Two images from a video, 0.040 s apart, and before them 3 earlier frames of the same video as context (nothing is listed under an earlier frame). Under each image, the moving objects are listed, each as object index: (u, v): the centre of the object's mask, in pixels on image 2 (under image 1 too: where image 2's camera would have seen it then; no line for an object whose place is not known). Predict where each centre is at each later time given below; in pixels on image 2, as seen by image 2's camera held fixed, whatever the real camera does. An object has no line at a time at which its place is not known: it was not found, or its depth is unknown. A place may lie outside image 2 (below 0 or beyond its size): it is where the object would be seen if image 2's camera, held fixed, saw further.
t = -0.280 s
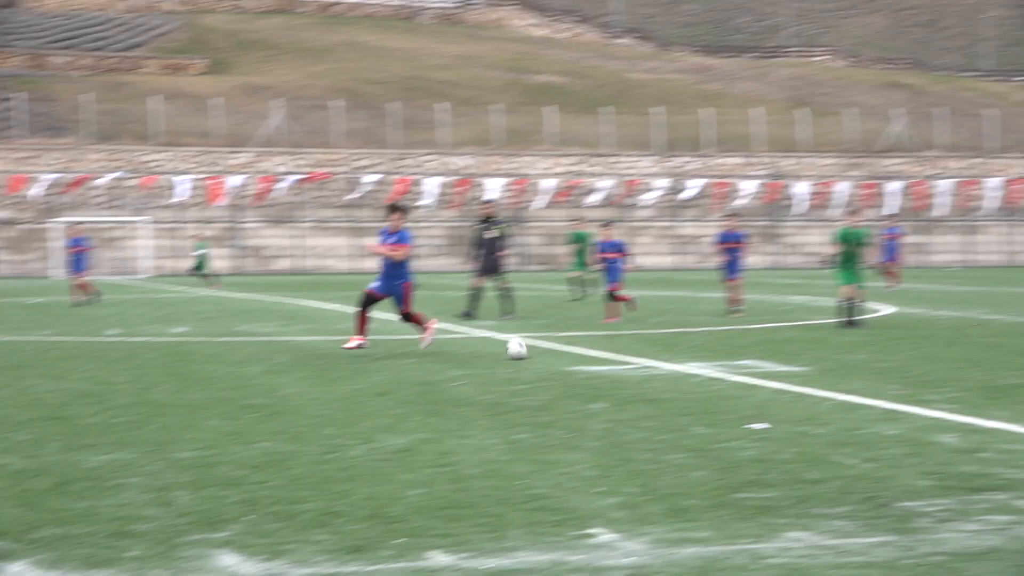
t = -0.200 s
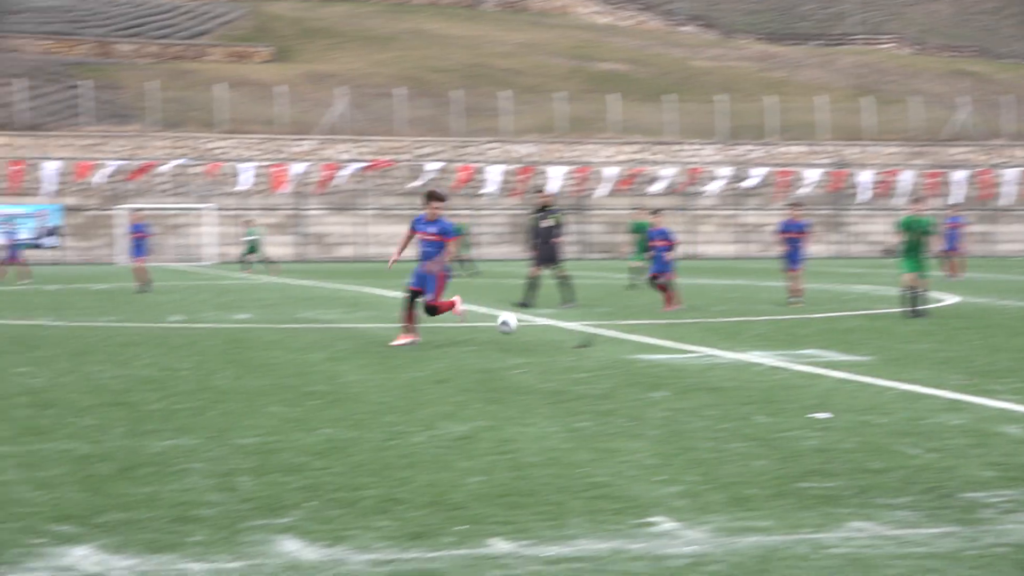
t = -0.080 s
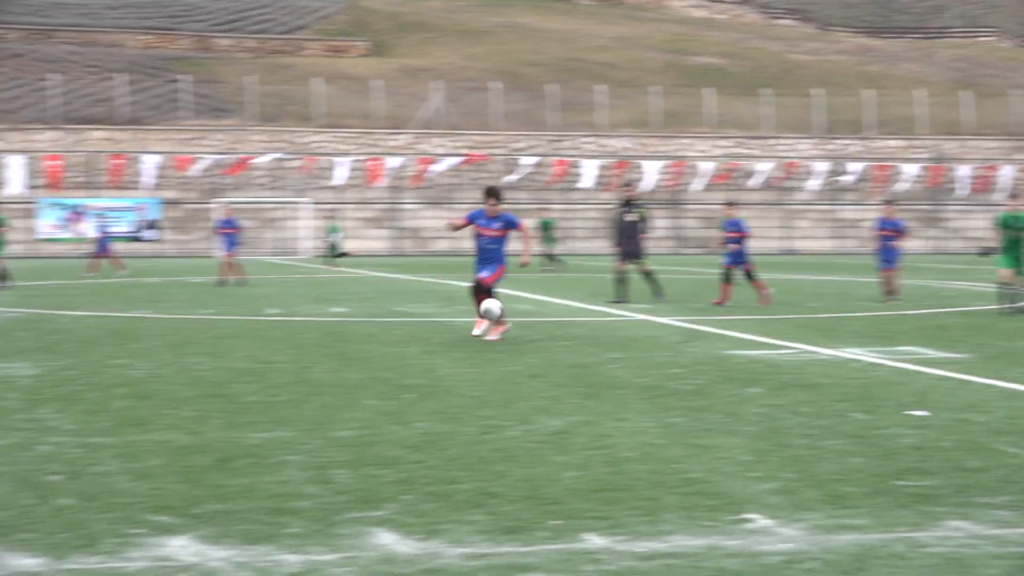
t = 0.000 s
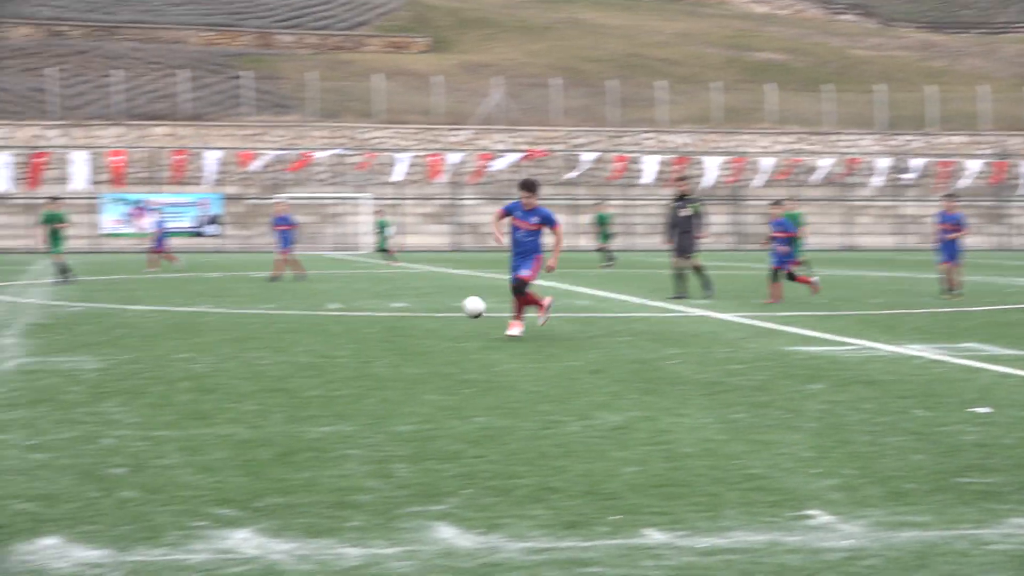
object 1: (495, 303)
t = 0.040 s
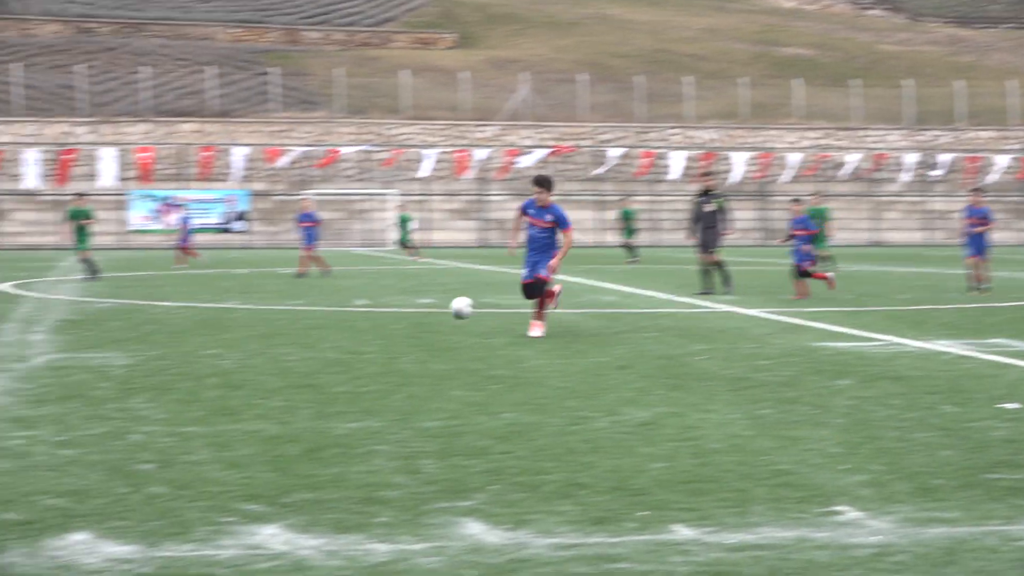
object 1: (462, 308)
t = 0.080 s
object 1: (426, 313)
